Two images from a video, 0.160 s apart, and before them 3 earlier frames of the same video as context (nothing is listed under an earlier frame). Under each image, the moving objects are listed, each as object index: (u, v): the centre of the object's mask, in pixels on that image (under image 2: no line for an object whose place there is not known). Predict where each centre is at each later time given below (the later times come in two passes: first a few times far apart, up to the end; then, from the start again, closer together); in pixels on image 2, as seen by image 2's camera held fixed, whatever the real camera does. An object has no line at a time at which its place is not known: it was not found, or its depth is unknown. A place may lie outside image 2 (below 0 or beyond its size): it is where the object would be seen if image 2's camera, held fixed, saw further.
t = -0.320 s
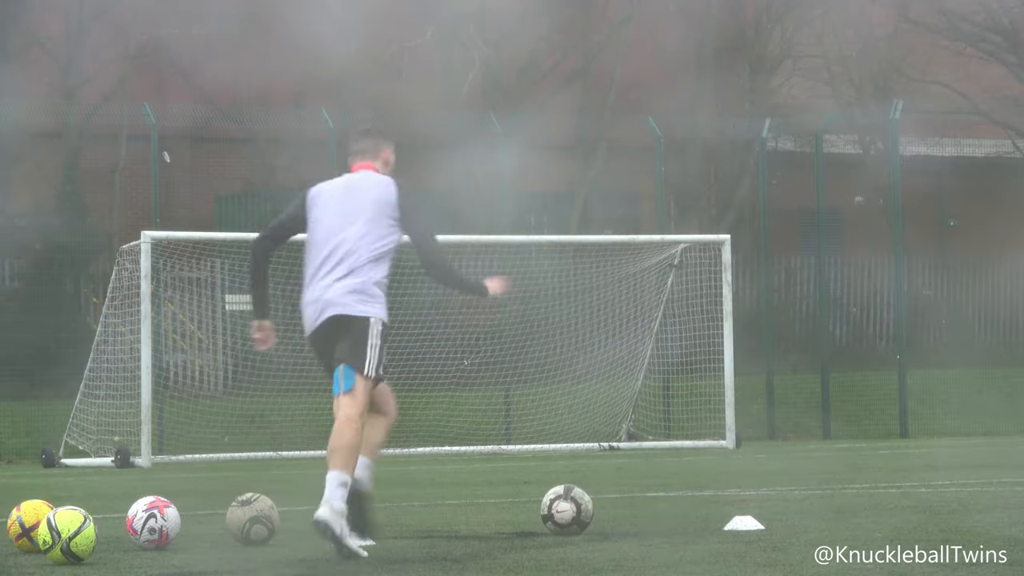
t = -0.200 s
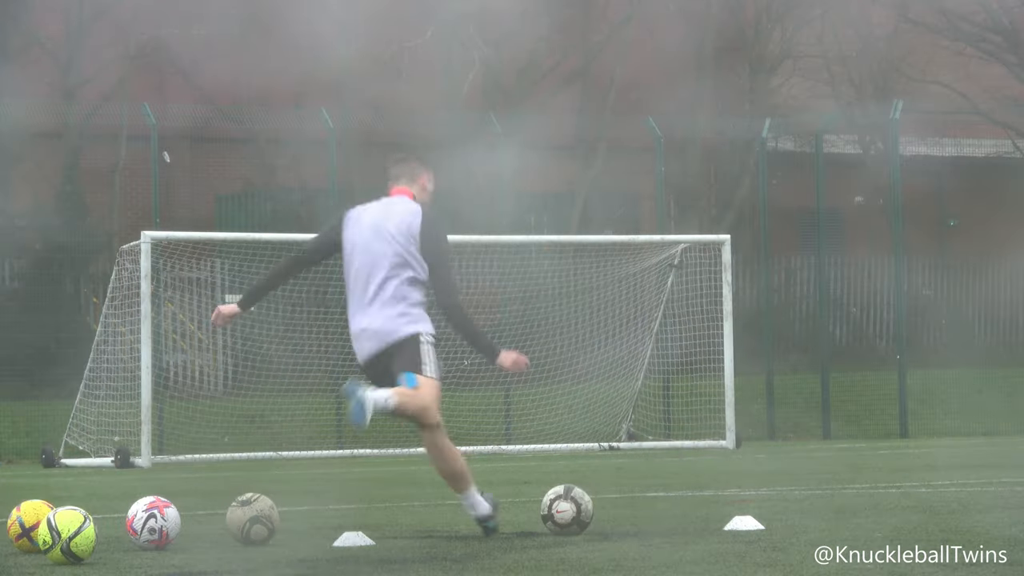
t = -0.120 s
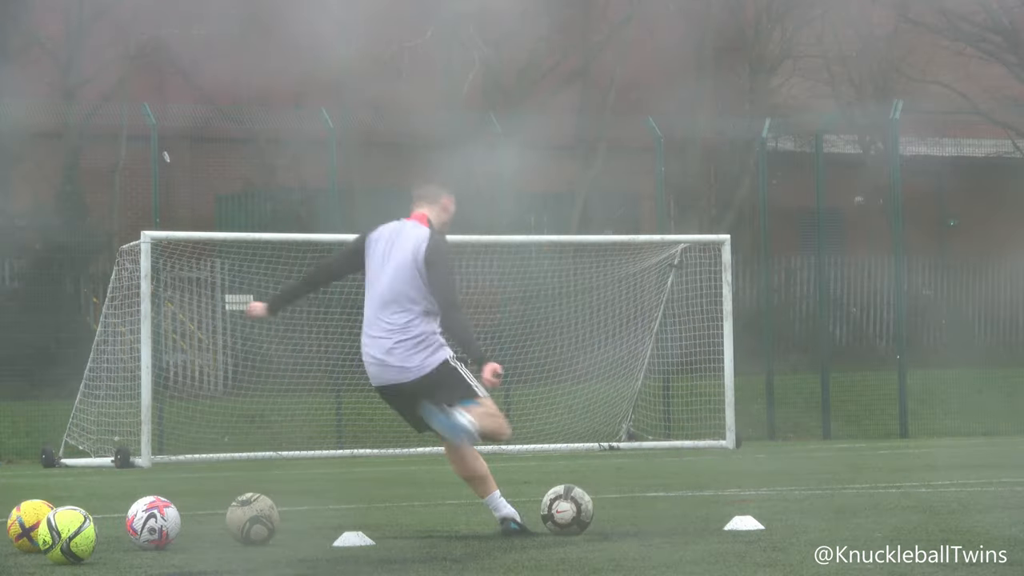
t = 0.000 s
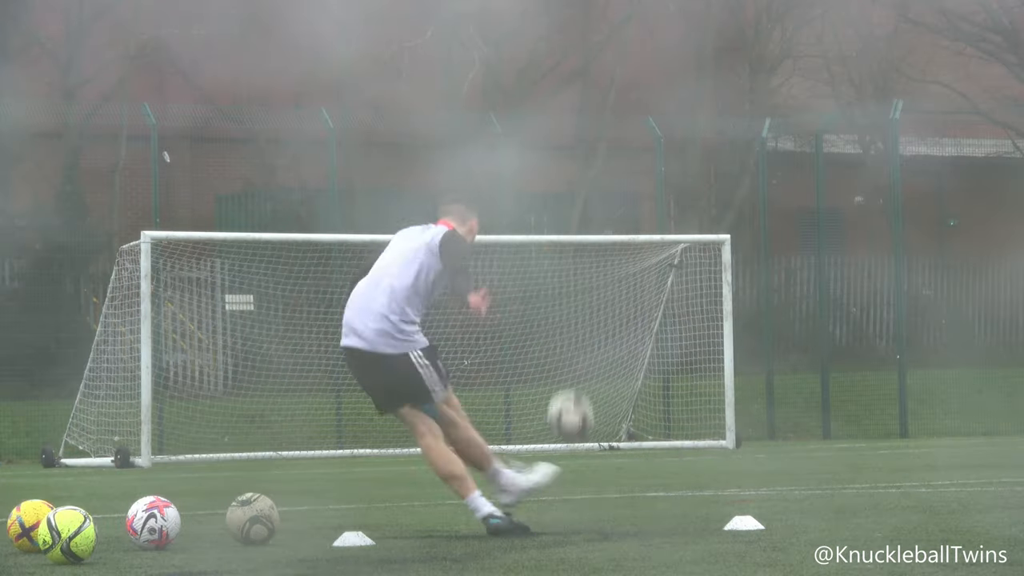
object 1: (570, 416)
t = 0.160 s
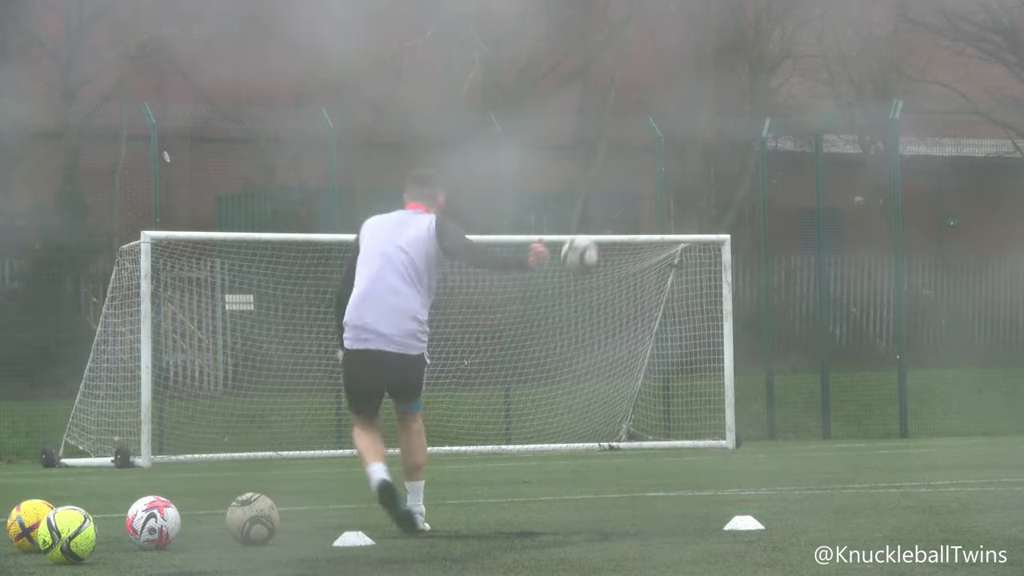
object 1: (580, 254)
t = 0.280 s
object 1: (586, 197)
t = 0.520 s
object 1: (584, 176)
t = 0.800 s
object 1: (584, 256)
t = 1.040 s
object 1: (572, 366)
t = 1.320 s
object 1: (558, 401)
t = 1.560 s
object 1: (586, 401)
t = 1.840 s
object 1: (623, 426)
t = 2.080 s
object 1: (644, 414)
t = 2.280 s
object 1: (666, 441)
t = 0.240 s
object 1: (585, 212)
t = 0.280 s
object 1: (586, 197)
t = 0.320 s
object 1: (585, 186)
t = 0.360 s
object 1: (585, 178)
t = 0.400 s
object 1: (585, 174)
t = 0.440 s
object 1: (585, 173)
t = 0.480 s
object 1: (584, 173)
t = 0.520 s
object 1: (584, 176)
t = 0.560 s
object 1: (585, 182)
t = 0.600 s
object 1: (585, 191)
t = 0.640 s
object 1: (585, 201)
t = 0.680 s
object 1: (585, 213)
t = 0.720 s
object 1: (585, 226)
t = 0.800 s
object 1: (584, 256)
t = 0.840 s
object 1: (584, 272)
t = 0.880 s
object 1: (582, 290)
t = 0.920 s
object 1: (579, 307)
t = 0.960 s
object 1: (577, 326)
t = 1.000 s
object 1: (574, 346)
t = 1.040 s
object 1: (572, 366)
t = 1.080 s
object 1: (568, 386)
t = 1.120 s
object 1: (566, 406)
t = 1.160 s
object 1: (564, 429)
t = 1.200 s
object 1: (561, 439)
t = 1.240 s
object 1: (559, 429)
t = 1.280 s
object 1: (558, 413)
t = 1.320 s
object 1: (558, 401)
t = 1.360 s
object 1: (559, 393)
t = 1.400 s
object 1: (563, 391)
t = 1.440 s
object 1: (570, 394)
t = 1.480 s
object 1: (574, 395)
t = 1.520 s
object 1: (582, 399)
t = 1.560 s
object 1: (586, 401)
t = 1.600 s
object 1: (592, 408)
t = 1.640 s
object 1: (599, 417)
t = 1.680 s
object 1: (605, 427)
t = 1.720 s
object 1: (611, 438)
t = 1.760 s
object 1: (616, 441)
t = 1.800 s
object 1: (620, 432)
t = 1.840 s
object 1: (623, 426)
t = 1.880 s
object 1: (627, 420)
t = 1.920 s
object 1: (630, 417)
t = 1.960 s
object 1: (635, 414)
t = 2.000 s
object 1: (637, 414)
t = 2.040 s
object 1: (640, 413)
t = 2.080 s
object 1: (644, 414)
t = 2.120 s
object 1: (650, 416)
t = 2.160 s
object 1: (654, 421)
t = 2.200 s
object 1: (658, 425)
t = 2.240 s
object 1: (662, 432)
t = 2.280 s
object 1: (666, 441)
